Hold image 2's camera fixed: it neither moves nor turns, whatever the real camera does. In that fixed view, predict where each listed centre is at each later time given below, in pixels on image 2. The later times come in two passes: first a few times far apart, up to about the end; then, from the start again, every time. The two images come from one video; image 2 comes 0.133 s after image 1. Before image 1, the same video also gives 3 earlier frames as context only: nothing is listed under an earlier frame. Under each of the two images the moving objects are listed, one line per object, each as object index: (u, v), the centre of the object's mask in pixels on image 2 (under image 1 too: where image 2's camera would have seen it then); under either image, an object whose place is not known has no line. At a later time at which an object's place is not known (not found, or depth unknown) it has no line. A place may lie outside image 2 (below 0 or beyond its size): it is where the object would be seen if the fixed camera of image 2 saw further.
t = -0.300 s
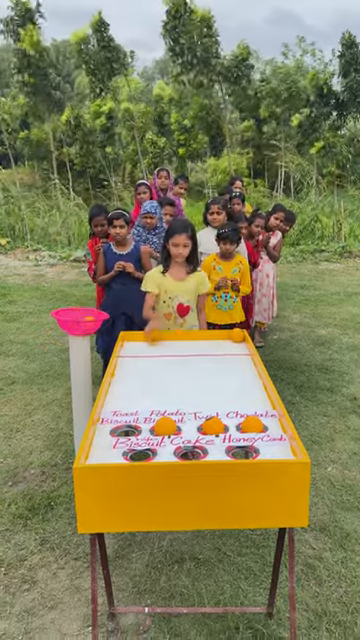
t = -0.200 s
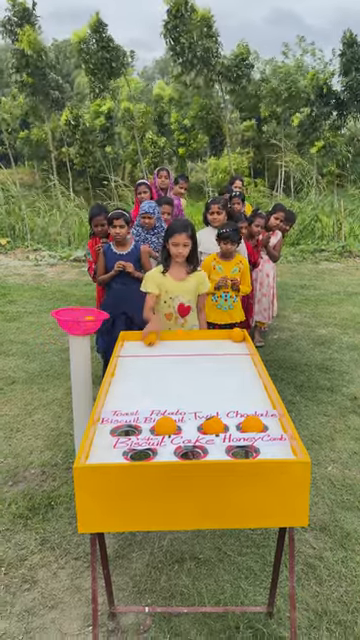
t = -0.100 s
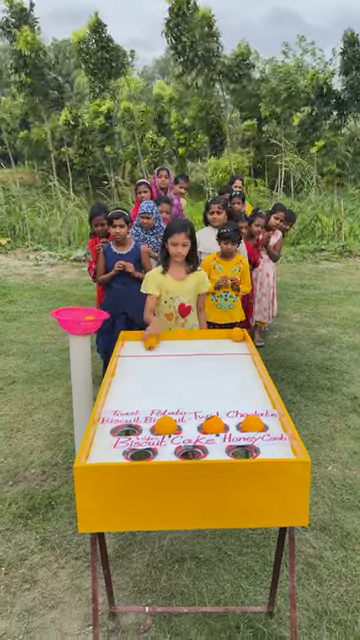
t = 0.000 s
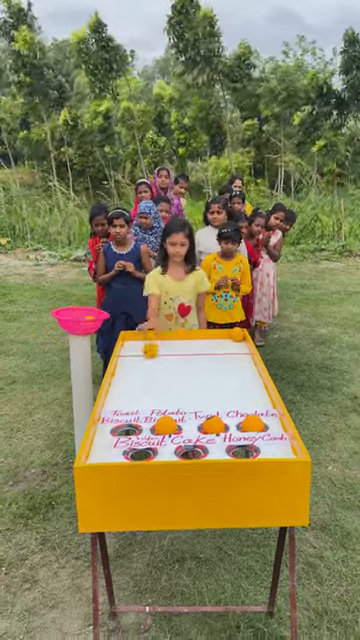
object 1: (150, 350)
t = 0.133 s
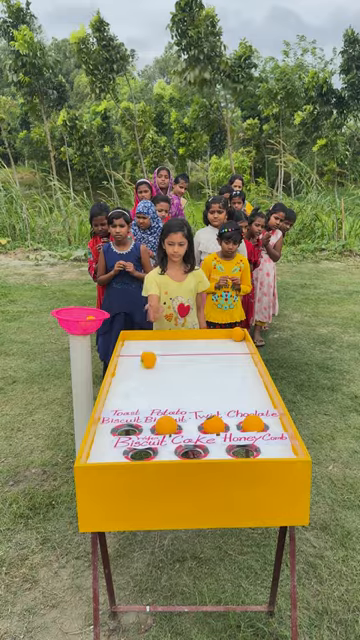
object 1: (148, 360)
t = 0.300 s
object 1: (145, 371)
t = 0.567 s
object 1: (139, 390)
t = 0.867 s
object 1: (131, 410)
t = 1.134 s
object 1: (119, 421)
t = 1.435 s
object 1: (124, 425)
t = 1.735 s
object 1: (127, 427)
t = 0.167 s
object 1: (147, 362)
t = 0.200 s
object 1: (147, 363)
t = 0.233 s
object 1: (146, 366)
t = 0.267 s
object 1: (145, 368)
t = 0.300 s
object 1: (145, 371)
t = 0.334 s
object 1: (144, 373)
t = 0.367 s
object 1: (144, 376)
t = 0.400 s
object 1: (143, 377)
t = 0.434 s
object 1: (142, 380)
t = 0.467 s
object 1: (141, 383)
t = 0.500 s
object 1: (140, 385)
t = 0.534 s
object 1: (140, 387)
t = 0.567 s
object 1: (139, 390)
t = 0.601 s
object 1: (137, 392)
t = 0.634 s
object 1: (137, 394)
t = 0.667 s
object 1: (136, 397)
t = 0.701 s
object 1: (135, 399)
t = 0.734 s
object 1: (134, 402)
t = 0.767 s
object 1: (133, 404)
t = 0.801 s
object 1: (133, 406)
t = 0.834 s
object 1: (132, 408)
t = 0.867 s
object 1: (131, 410)
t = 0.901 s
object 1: (130, 413)
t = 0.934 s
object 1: (129, 415)
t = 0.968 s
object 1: (129, 420)
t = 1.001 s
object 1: (127, 426)
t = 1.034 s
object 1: (123, 424)
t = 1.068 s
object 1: (121, 422)
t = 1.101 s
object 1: (119, 421)
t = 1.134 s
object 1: (119, 421)
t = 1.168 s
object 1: (119, 421)
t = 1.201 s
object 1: (119, 421)
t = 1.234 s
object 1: (120, 421)
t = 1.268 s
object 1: (123, 424)
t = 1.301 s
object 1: (127, 425)
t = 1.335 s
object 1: (128, 425)
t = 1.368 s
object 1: (127, 425)
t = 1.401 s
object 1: (125, 425)
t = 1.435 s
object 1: (124, 425)
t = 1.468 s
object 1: (125, 425)
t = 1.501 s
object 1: (128, 425)
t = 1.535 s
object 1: (128, 425)
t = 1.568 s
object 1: (128, 425)
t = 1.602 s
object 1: (127, 426)
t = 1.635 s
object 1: (127, 426)
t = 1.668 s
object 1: (127, 426)
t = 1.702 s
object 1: (127, 426)
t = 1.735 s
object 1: (127, 427)
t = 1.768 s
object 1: (126, 427)
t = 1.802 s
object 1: (126, 427)
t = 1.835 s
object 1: (127, 427)
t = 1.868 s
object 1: (127, 427)
